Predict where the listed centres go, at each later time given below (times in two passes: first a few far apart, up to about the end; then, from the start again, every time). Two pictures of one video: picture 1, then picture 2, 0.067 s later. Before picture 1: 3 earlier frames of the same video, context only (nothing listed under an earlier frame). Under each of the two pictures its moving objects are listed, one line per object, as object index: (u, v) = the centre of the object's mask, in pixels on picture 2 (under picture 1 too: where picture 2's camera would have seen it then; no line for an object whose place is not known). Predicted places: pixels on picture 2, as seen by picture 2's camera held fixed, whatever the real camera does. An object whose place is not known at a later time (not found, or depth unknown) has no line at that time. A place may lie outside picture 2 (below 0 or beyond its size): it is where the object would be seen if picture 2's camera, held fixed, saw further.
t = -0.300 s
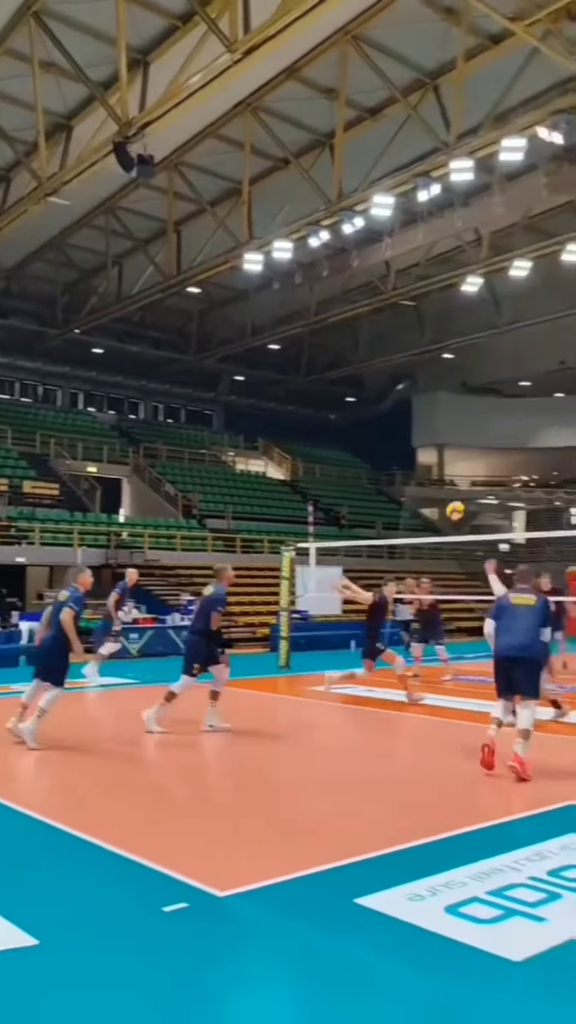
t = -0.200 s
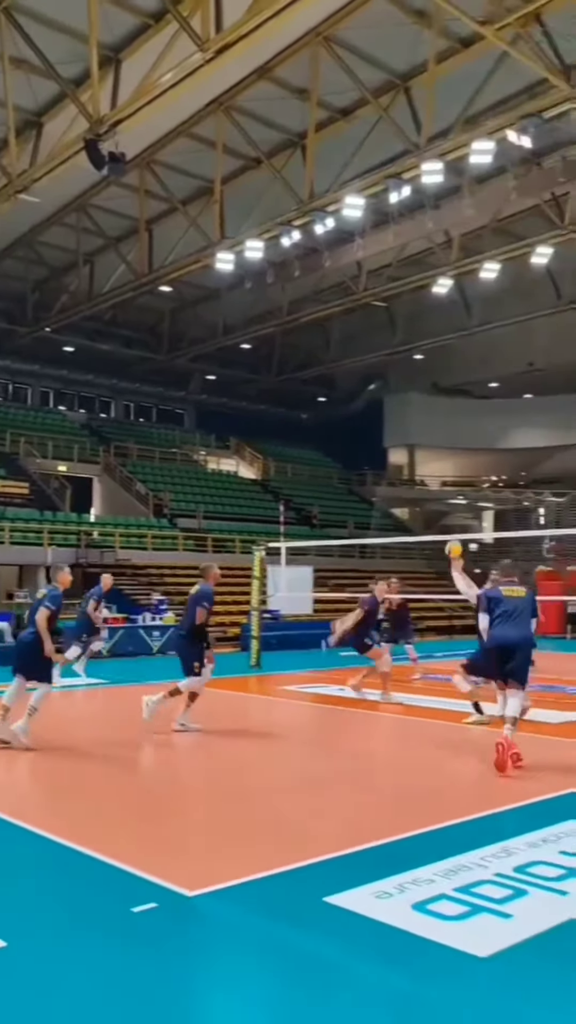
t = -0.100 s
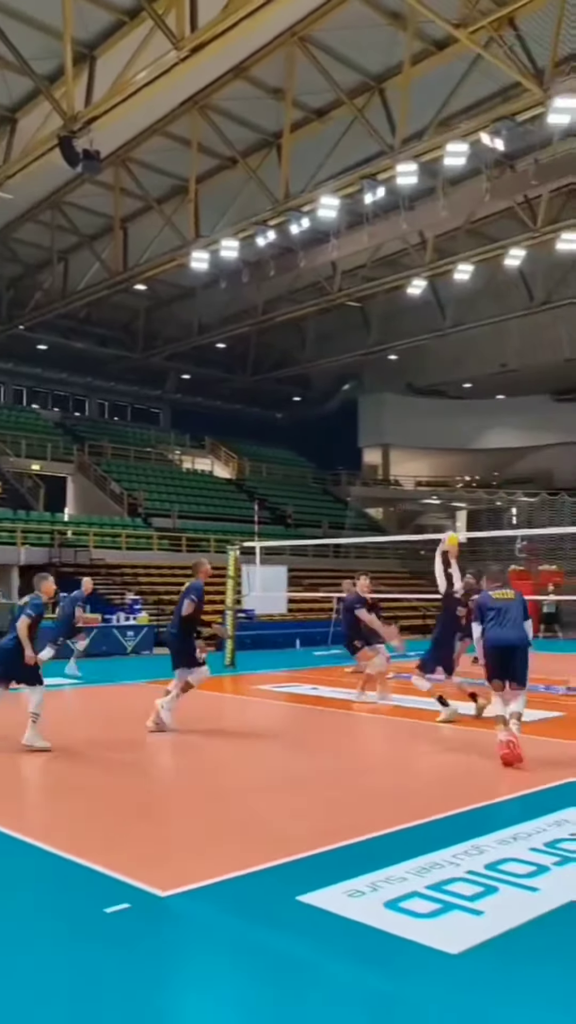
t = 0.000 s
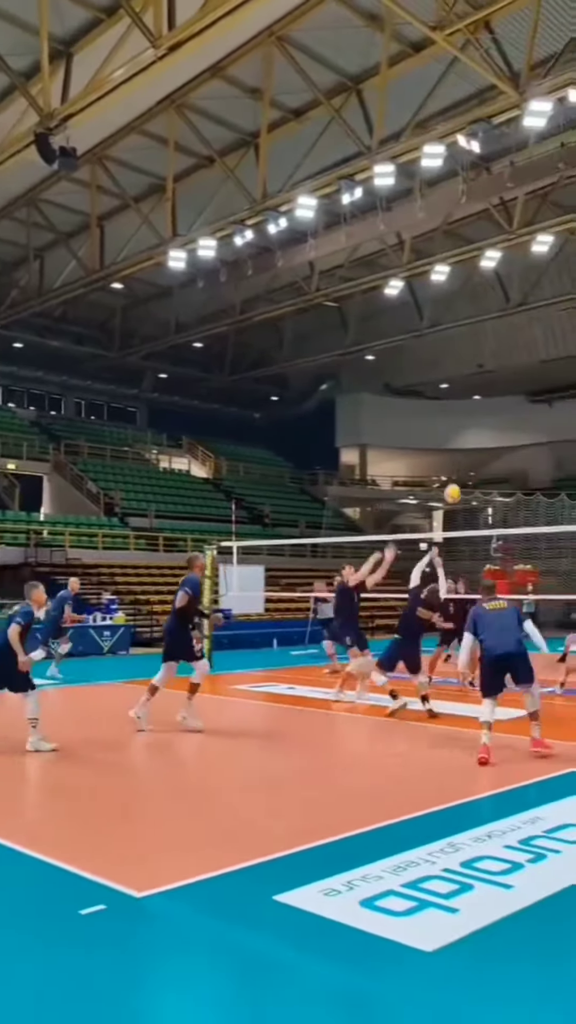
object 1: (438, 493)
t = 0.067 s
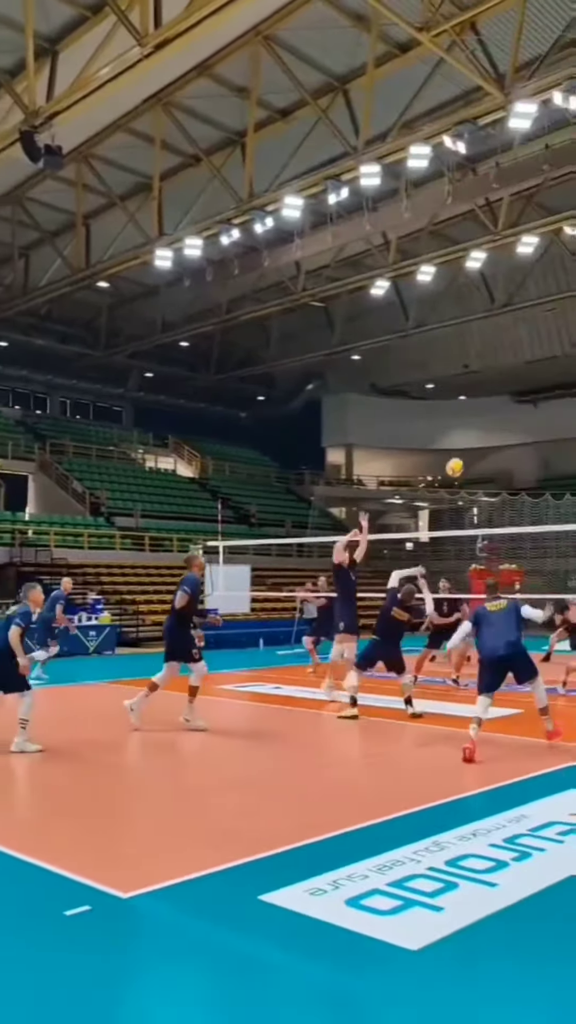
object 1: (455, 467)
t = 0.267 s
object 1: (505, 412)
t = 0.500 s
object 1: (563, 387)
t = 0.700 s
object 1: (613, 400)
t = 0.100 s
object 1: (463, 456)
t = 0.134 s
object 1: (471, 445)
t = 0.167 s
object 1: (480, 436)
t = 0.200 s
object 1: (488, 427)
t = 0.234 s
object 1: (497, 419)
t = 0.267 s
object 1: (505, 412)
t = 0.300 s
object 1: (513, 406)
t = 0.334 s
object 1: (521, 400)
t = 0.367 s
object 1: (530, 396)
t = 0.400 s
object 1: (538, 393)
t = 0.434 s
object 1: (546, 390)
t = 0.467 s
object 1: (555, 388)
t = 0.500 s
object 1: (563, 387)
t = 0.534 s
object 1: (572, 387)
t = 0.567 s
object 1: (580, 388)
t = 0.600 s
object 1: (588, 389)
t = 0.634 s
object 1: (597, 392)
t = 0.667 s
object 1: (605, 395)
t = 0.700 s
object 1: (613, 400)
